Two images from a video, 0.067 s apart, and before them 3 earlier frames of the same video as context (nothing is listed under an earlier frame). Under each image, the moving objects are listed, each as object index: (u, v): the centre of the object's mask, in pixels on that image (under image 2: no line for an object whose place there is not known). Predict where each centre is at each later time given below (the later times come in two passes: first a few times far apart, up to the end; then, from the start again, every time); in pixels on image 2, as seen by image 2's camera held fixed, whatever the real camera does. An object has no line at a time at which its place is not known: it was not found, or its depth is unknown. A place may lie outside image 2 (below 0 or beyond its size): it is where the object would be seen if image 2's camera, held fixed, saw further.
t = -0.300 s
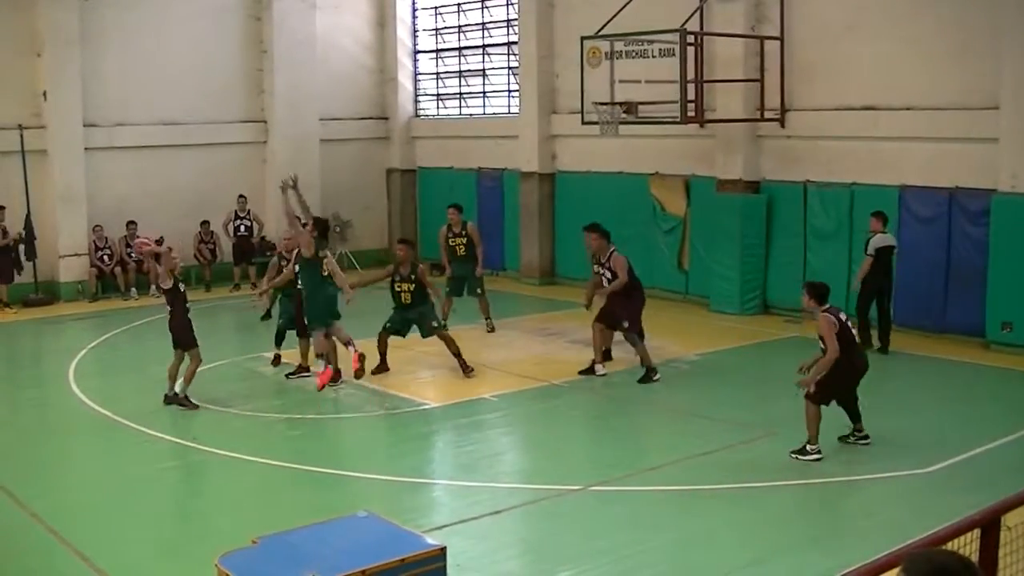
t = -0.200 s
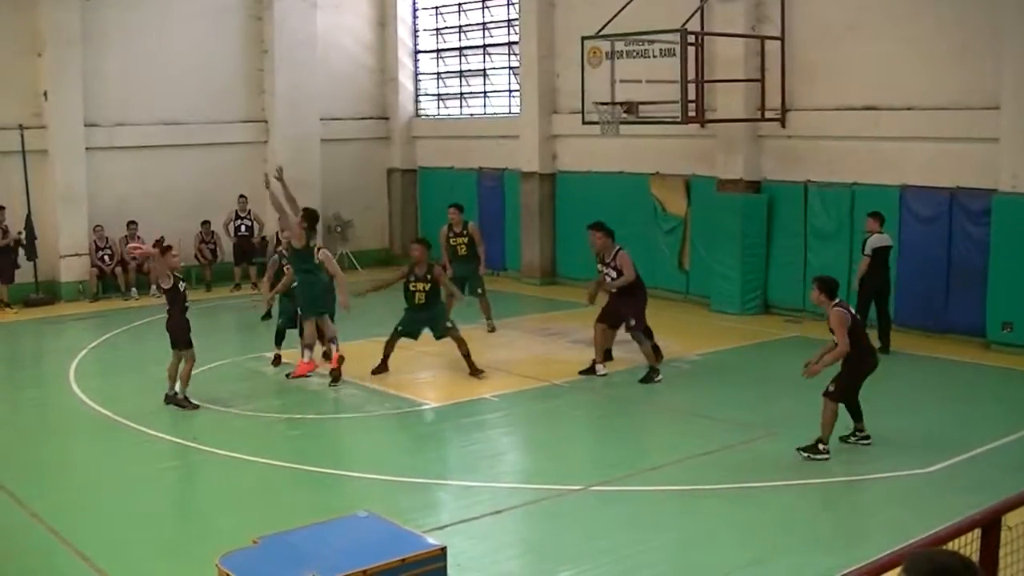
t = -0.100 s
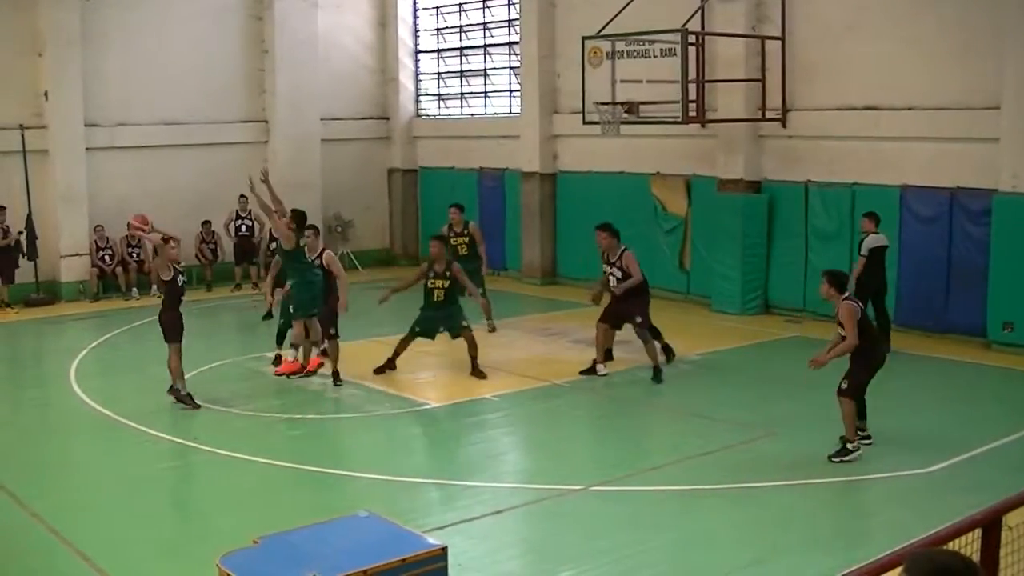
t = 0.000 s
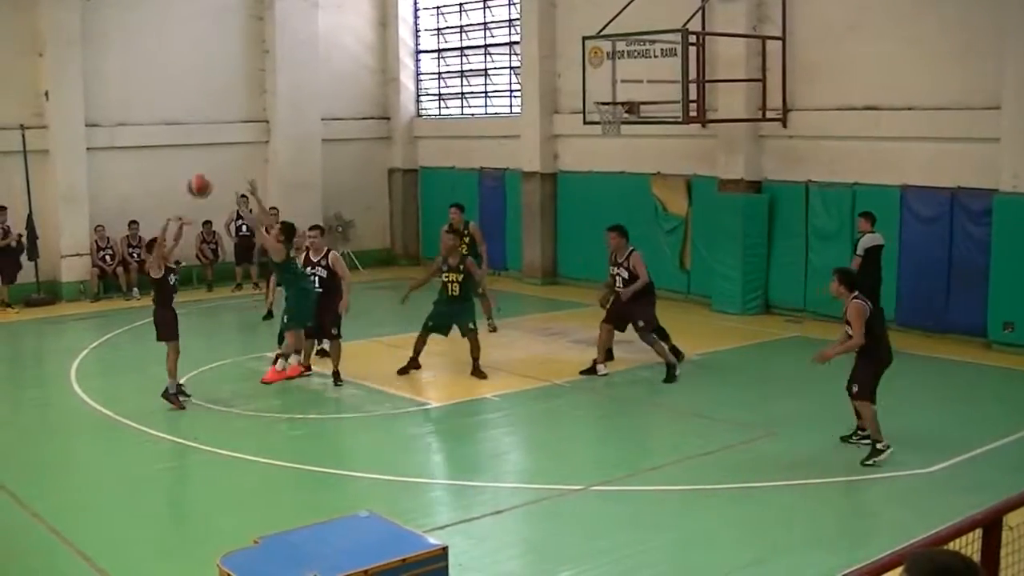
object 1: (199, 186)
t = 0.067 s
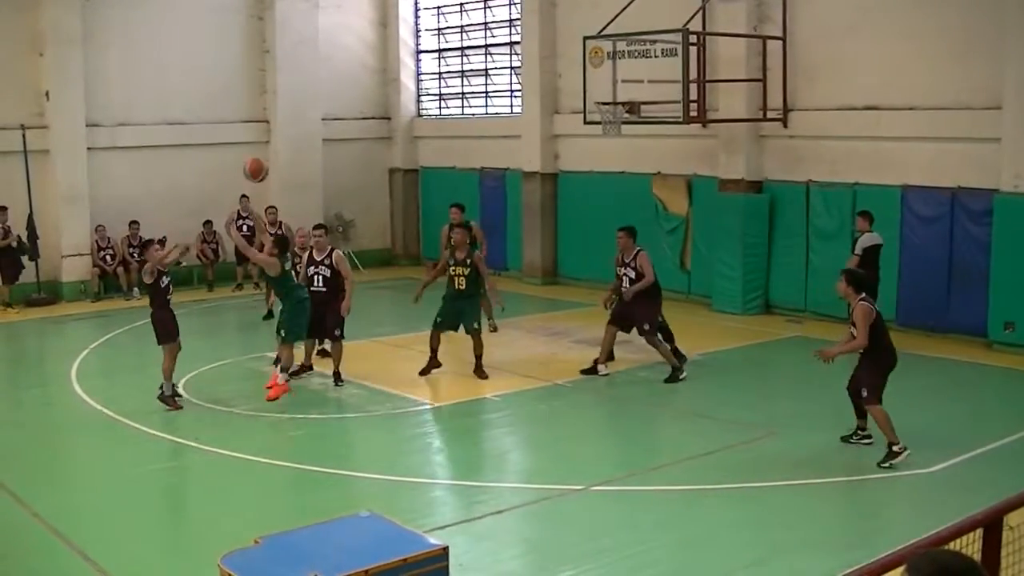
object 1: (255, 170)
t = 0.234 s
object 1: (406, 149)
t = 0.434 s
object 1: (602, 166)
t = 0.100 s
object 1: (285, 164)
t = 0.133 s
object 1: (314, 158)
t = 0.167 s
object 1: (344, 154)
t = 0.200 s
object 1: (374, 151)
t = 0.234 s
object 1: (406, 149)
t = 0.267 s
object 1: (437, 149)
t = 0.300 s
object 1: (469, 149)
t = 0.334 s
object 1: (502, 152)
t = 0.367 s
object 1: (534, 155)
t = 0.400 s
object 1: (569, 160)
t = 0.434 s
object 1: (602, 166)
